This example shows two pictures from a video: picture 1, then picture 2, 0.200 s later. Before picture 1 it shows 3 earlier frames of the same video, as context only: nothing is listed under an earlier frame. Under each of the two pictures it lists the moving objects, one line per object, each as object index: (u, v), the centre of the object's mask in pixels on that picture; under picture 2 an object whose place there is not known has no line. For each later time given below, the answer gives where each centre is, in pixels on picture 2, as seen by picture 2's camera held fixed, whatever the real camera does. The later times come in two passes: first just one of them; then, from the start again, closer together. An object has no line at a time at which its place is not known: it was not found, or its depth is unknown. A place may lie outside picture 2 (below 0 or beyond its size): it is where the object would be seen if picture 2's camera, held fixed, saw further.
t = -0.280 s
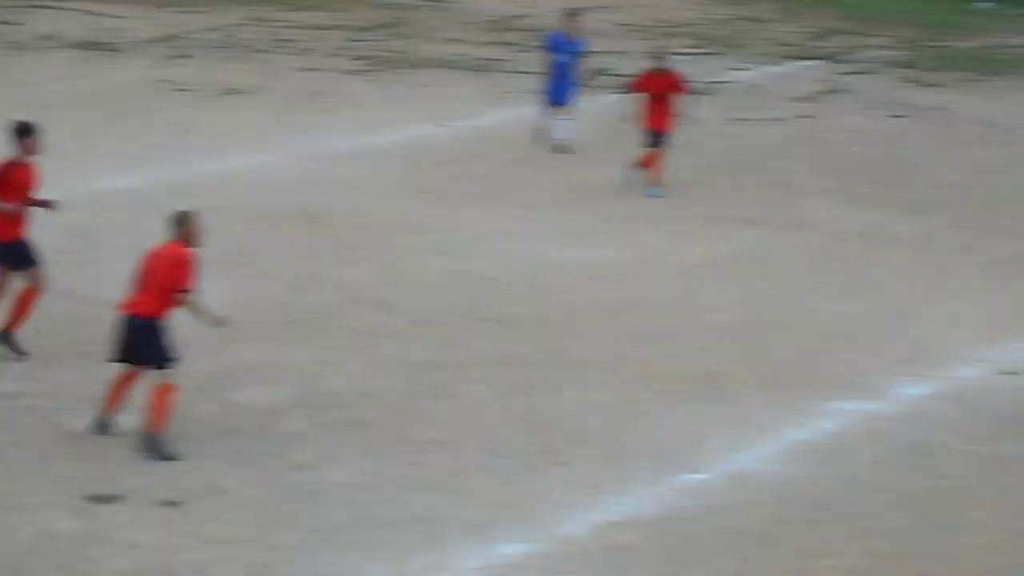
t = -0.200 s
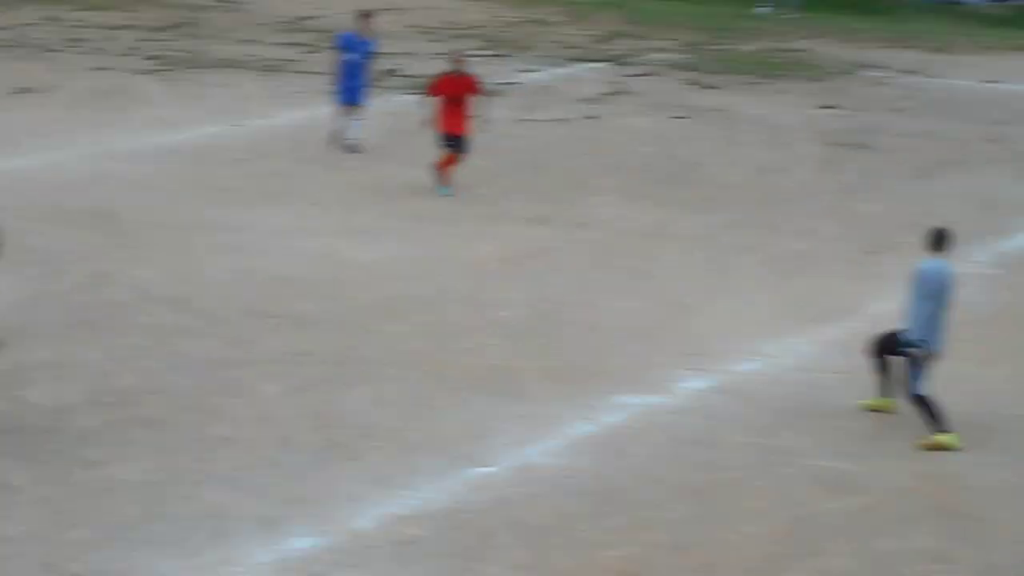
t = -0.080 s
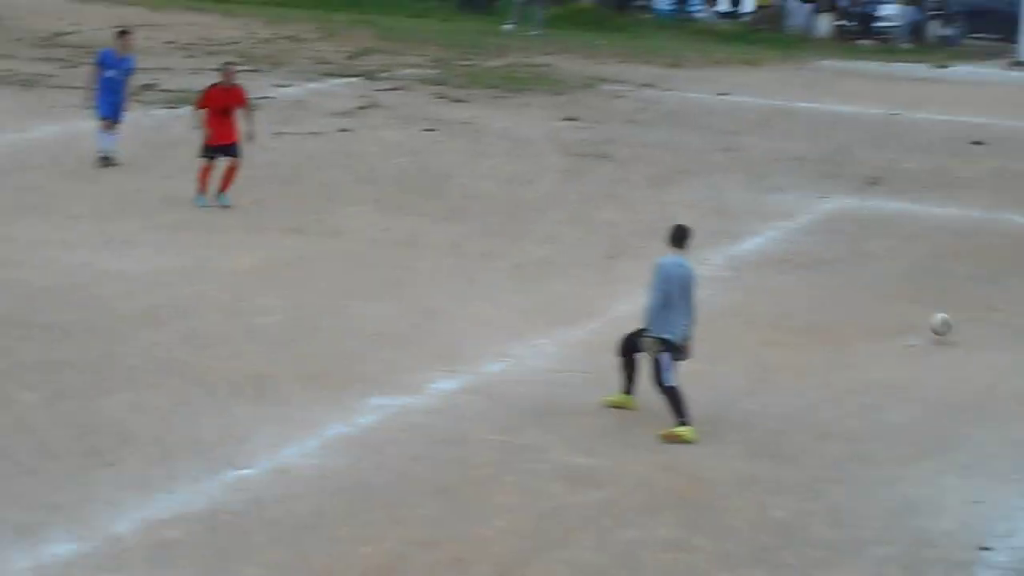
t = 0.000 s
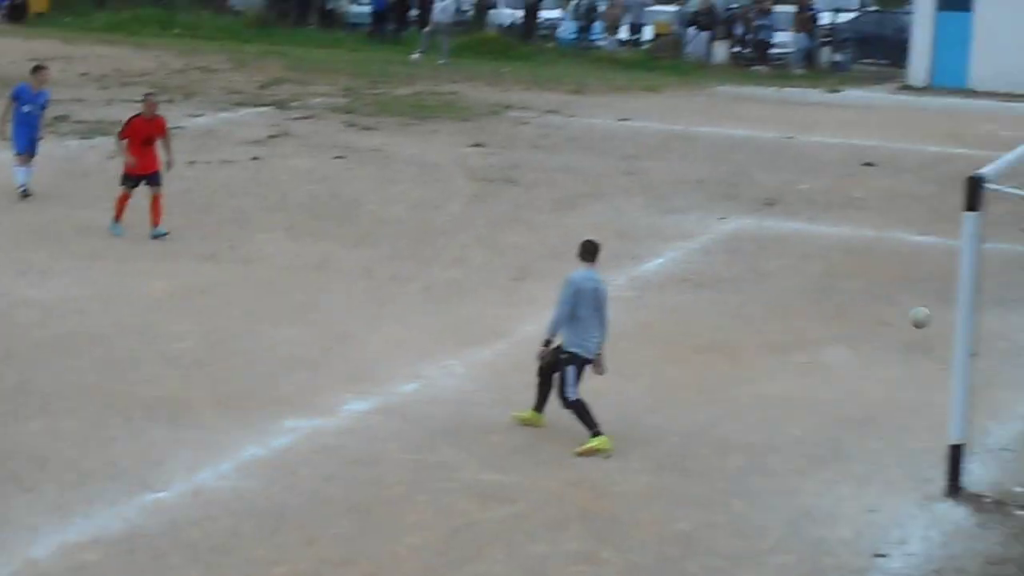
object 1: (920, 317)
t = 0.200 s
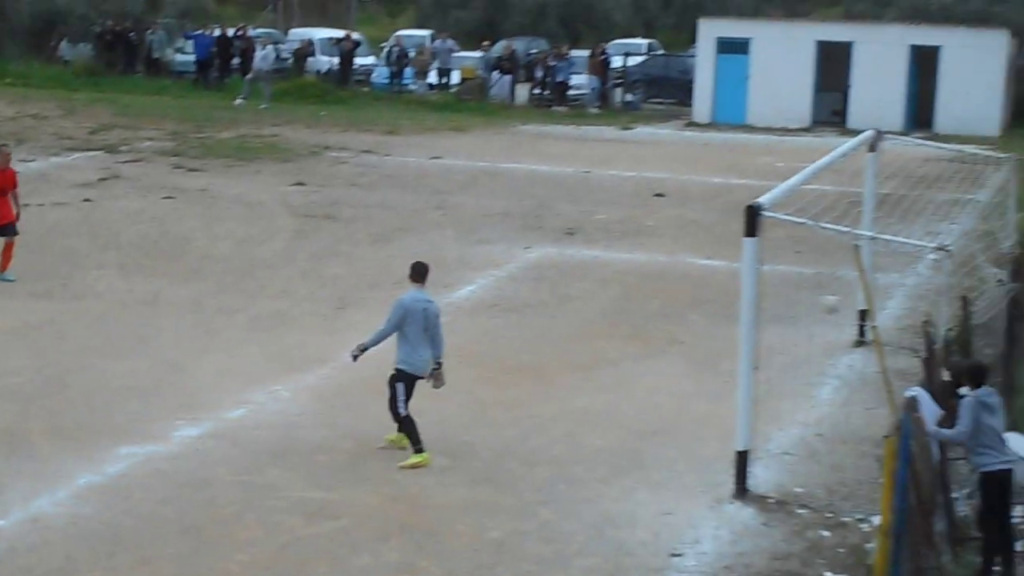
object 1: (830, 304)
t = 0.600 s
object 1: (533, 250)
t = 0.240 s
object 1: (797, 293)
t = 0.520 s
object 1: (590, 252)
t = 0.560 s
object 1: (561, 250)
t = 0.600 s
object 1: (533, 250)
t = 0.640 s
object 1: (505, 252)
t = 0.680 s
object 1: (479, 253)
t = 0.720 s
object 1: (453, 256)
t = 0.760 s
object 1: (426, 262)
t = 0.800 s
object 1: (401, 267)
